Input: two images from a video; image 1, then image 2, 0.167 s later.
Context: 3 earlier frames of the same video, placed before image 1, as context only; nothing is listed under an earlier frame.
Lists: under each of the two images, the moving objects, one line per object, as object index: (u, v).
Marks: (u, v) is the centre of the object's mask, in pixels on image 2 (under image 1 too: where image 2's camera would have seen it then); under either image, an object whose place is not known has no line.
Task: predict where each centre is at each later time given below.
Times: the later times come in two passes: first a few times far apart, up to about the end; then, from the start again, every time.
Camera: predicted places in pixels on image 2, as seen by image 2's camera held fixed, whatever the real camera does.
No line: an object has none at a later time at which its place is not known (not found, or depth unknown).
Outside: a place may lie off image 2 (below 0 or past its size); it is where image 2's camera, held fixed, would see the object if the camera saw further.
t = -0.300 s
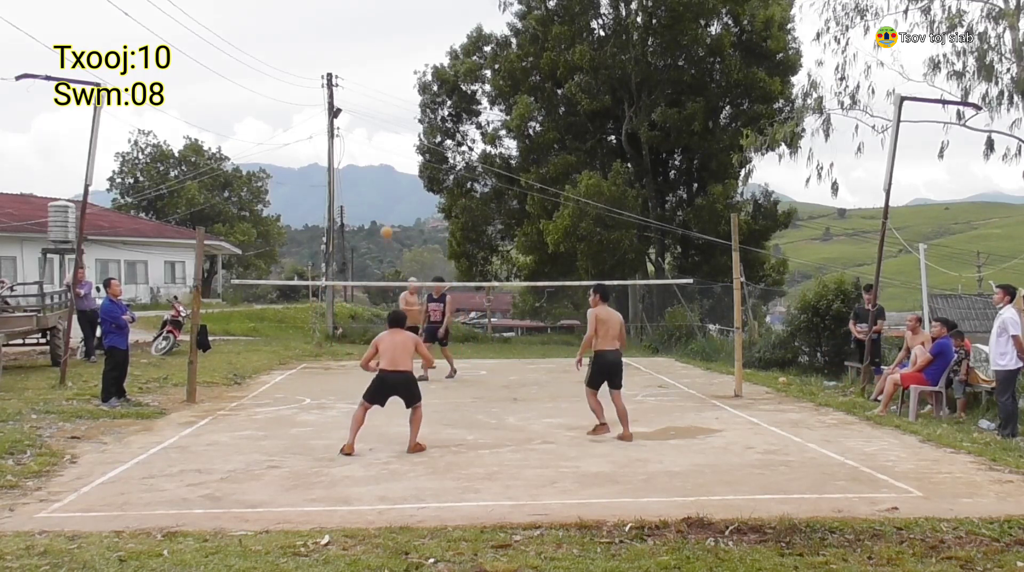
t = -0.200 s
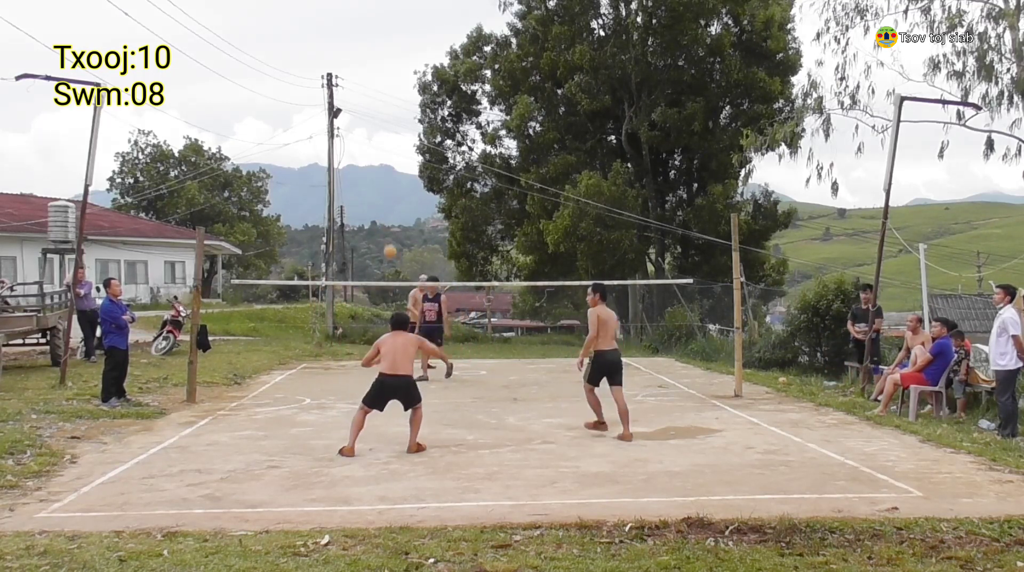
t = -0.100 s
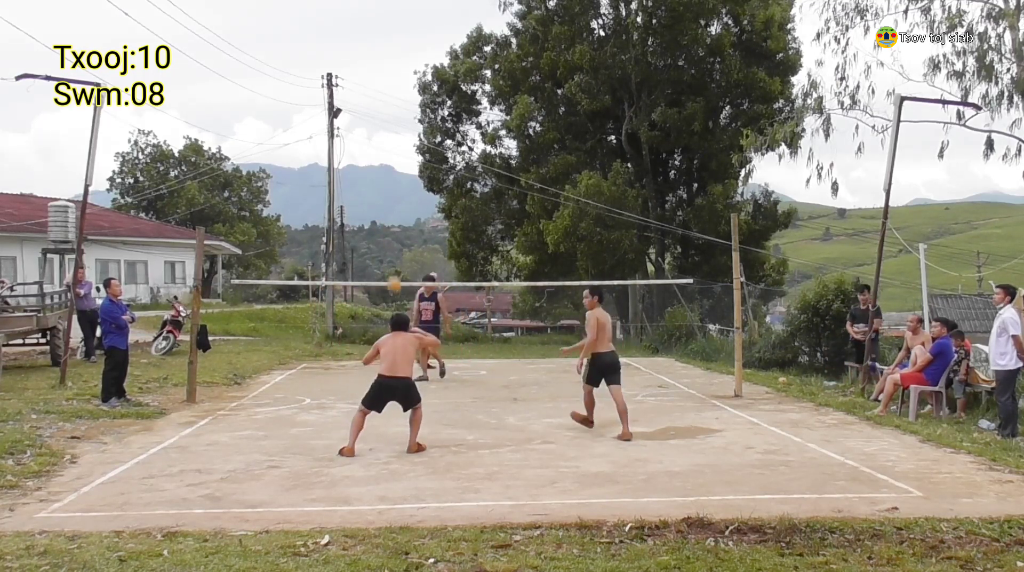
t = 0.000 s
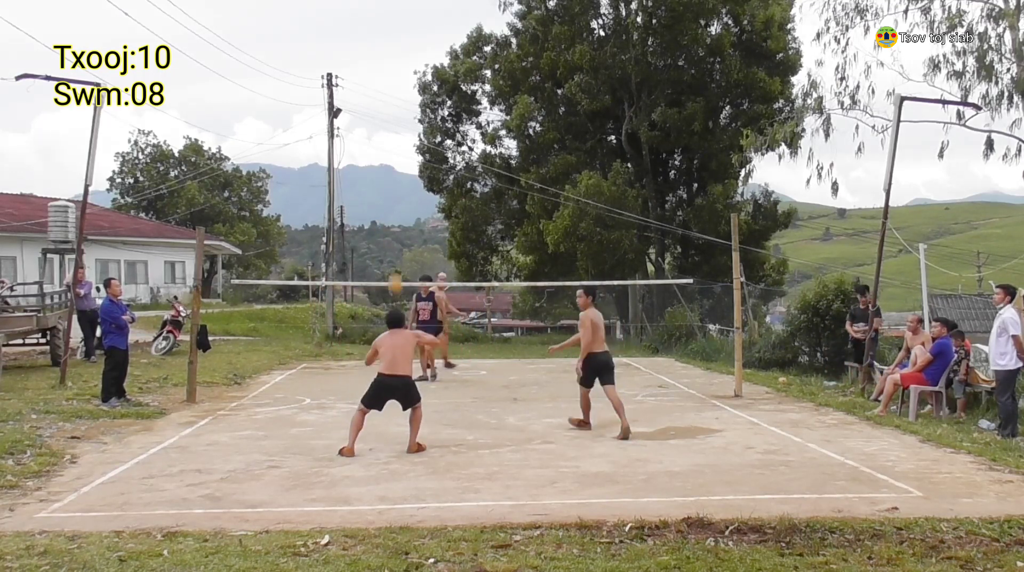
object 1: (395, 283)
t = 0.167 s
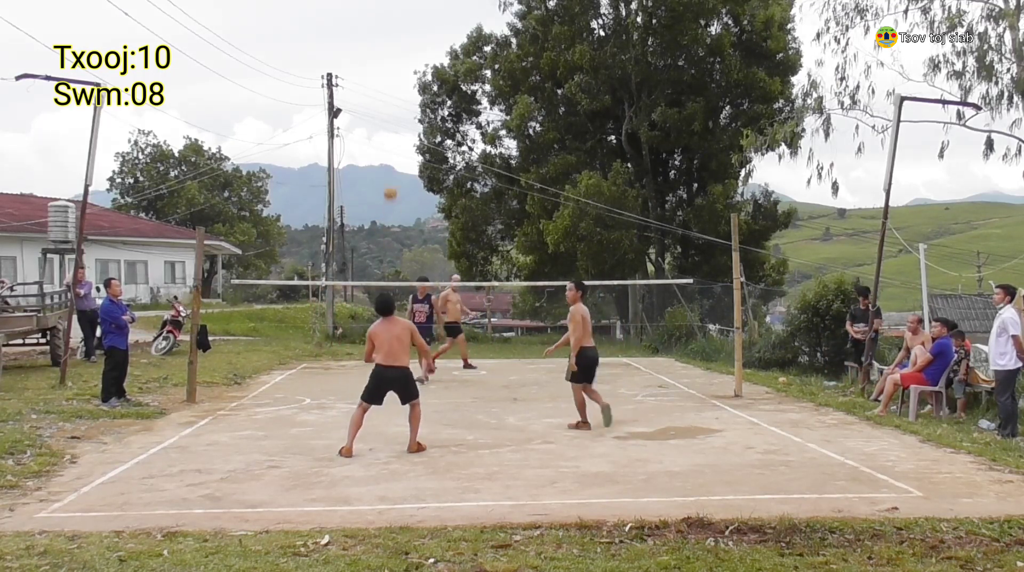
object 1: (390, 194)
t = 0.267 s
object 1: (386, 151)
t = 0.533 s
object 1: (378, 93)
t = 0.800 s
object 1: (369, 114)
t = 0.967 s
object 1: (365, 171)
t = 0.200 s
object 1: (389, 178)
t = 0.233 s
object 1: (388, 165)
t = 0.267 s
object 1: (386, 151)
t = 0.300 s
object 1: (385, 140)
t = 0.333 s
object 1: (384, 130)
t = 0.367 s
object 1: (383, 121)
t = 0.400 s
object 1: (382, 113)
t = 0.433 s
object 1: (381, 105)
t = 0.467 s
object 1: (380, 100)
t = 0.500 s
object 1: (379, 96)
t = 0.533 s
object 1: (378, 93)
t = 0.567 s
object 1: (377, 91)
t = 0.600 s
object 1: (376, 91)
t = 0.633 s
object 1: (375, 91)
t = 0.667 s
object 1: (374, 93)
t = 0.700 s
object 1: (373, 96)
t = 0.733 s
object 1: (371, 101)
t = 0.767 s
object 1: (370, 107)
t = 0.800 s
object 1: (369, 114)
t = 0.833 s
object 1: (369, 122)
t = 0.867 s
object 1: (368, 133)
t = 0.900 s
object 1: (366, 144)
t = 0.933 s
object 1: (365, 156)
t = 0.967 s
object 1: (365, 171)
